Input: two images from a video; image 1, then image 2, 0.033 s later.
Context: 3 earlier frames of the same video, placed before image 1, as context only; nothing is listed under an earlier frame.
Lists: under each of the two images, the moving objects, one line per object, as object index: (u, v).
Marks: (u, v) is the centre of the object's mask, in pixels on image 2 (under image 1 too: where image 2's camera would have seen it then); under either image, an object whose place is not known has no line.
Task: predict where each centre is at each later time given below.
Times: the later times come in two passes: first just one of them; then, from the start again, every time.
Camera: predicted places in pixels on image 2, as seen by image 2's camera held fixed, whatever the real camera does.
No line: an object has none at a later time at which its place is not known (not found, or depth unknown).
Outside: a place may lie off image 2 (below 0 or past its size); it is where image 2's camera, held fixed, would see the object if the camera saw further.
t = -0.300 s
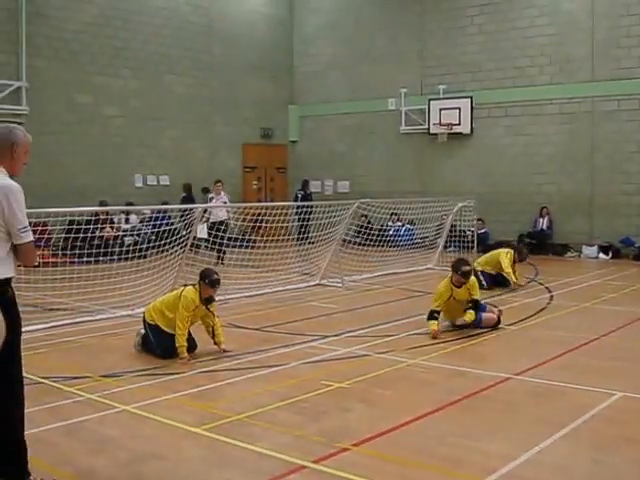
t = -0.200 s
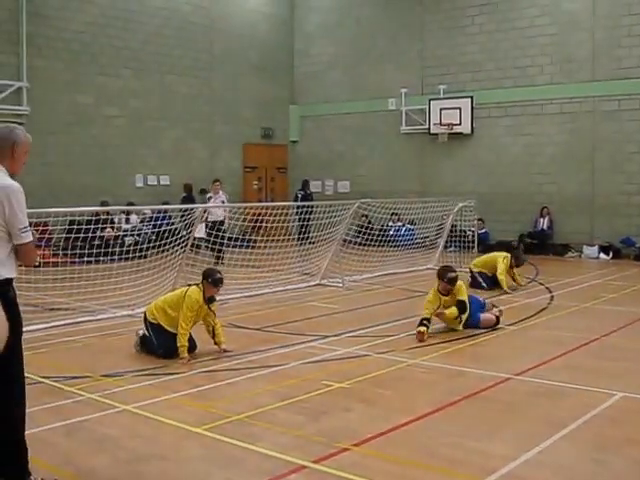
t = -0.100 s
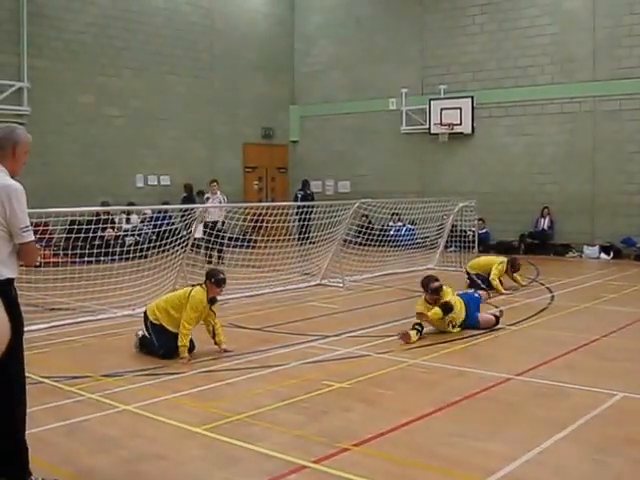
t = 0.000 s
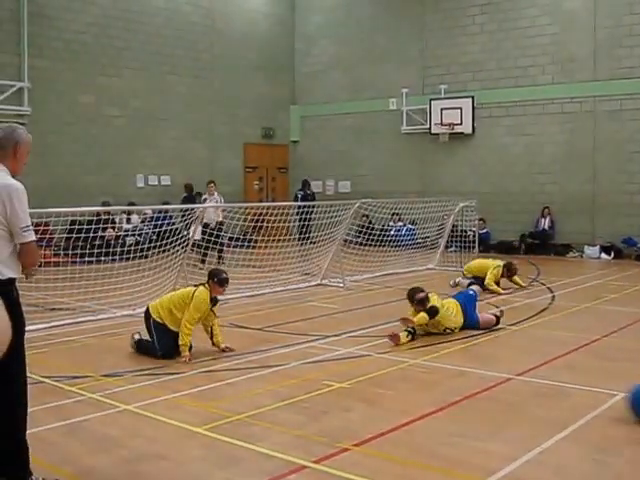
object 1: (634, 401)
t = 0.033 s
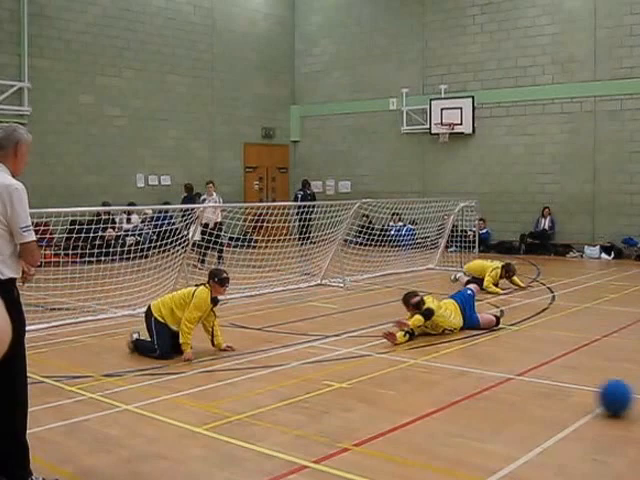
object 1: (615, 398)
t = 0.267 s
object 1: (440, 367)
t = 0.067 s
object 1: (587, 393)
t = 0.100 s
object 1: (559, 389)
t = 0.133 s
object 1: (533, 384)
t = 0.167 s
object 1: (508, 379)
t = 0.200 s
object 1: (484, 375)
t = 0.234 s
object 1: (462, 371)
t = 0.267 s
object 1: (440, 367)
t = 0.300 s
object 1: (418, 364)
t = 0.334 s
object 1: (398, 360)
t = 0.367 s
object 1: (379, 356)
